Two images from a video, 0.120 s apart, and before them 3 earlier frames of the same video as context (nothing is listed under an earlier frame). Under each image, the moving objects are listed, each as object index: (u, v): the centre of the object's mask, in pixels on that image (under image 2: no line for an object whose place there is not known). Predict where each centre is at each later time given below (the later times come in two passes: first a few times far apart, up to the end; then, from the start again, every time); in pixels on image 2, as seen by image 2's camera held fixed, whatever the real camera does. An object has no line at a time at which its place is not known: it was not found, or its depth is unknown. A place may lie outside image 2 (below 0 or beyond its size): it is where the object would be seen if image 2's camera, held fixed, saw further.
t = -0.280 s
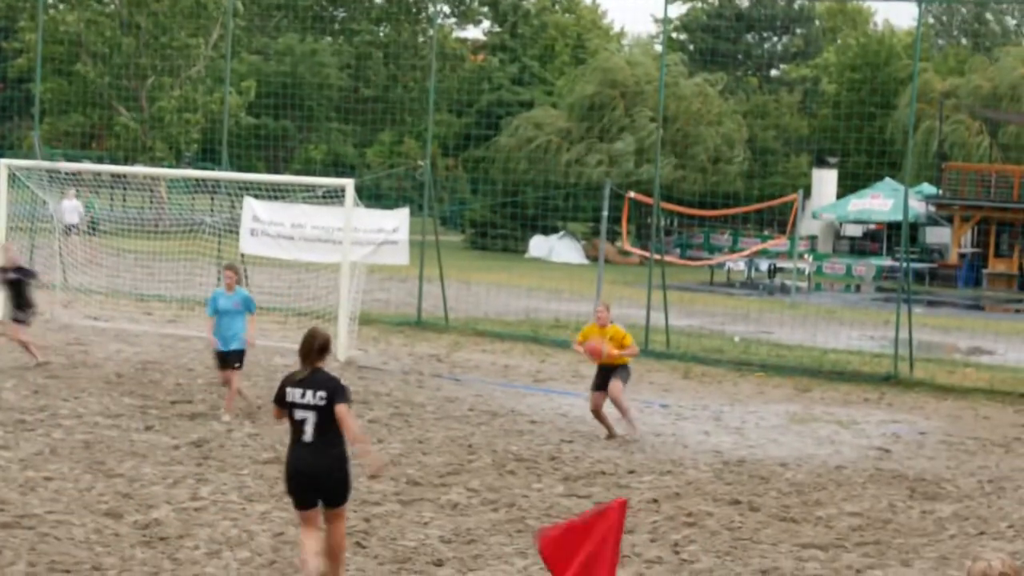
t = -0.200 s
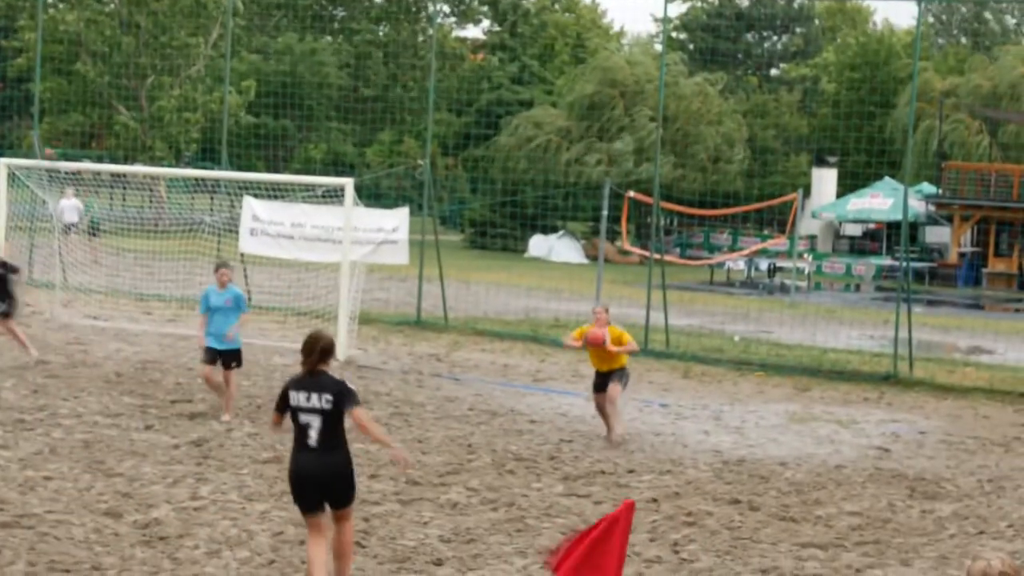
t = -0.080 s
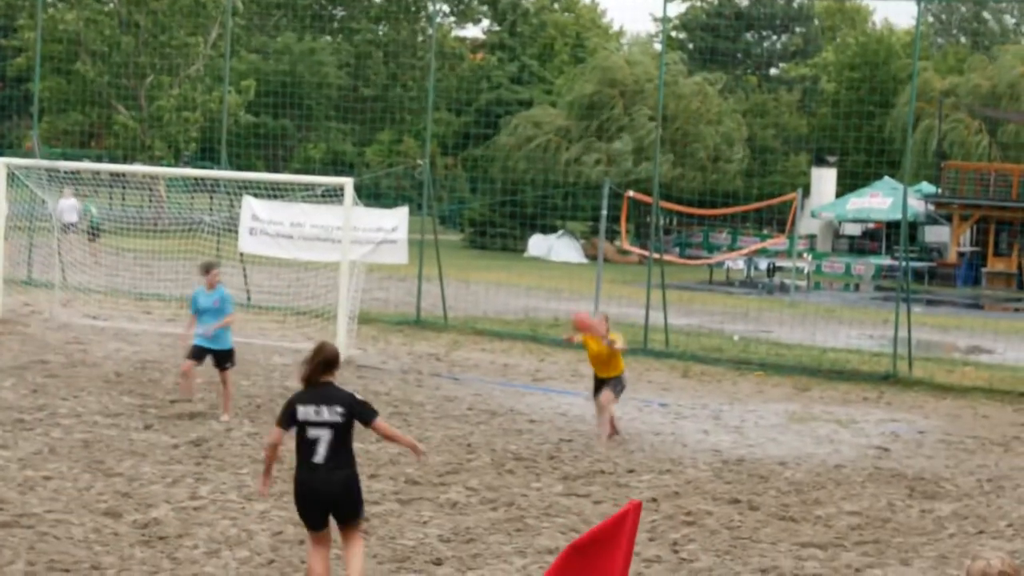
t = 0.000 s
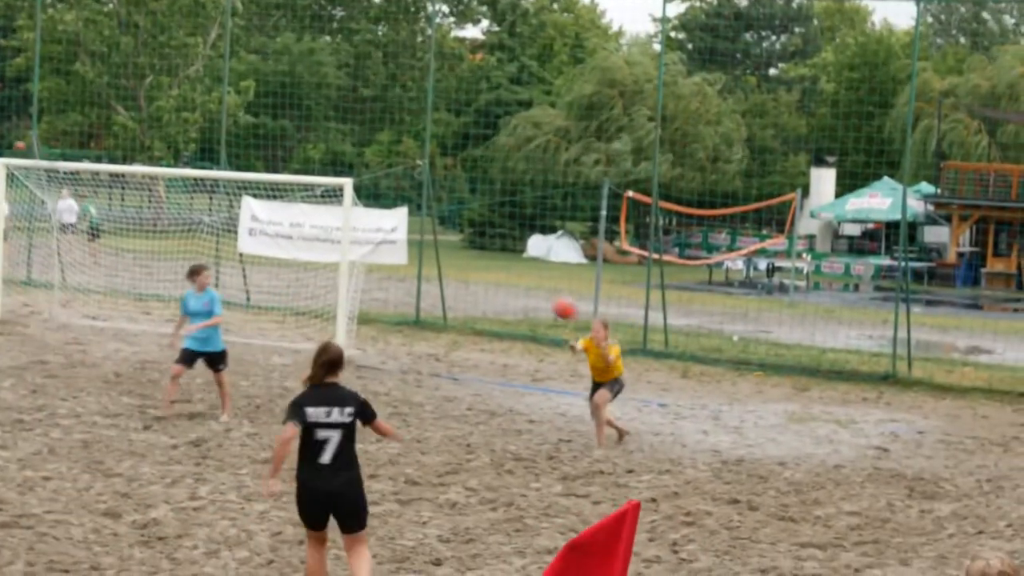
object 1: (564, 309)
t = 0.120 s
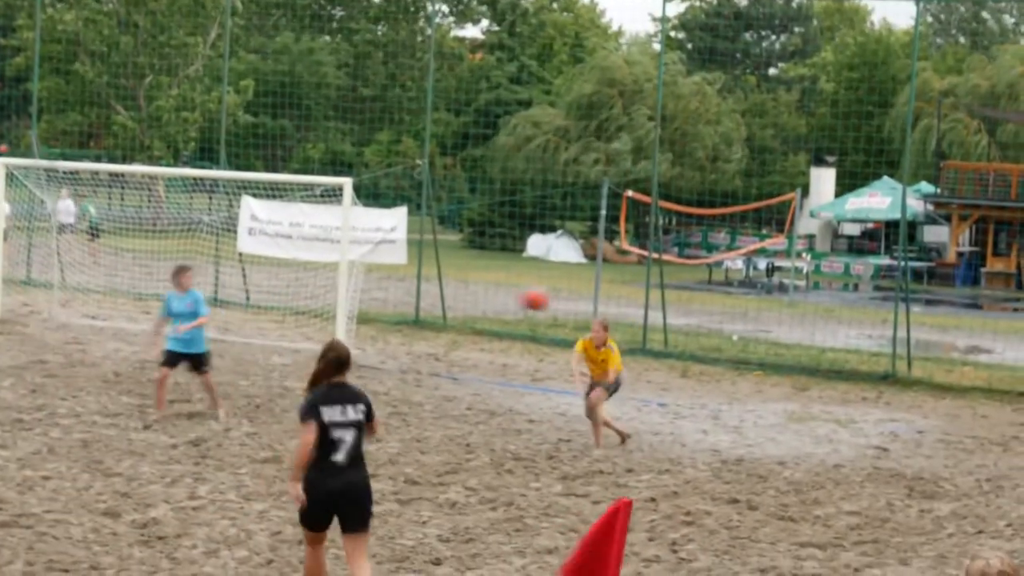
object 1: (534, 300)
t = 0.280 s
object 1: (491, 310)
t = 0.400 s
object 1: (448, 342)
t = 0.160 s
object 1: (523, 300)
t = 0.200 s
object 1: (512, 302)
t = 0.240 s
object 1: (501, 305)
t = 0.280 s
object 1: (491, 310)
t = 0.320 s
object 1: (477, 320)
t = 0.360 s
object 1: (463, 330)
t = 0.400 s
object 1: (448, 342)
